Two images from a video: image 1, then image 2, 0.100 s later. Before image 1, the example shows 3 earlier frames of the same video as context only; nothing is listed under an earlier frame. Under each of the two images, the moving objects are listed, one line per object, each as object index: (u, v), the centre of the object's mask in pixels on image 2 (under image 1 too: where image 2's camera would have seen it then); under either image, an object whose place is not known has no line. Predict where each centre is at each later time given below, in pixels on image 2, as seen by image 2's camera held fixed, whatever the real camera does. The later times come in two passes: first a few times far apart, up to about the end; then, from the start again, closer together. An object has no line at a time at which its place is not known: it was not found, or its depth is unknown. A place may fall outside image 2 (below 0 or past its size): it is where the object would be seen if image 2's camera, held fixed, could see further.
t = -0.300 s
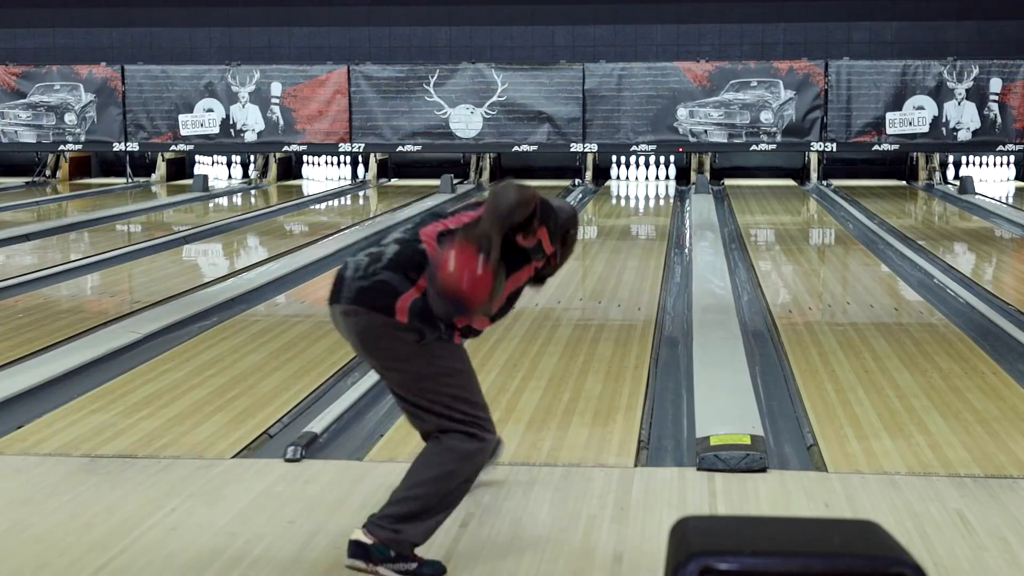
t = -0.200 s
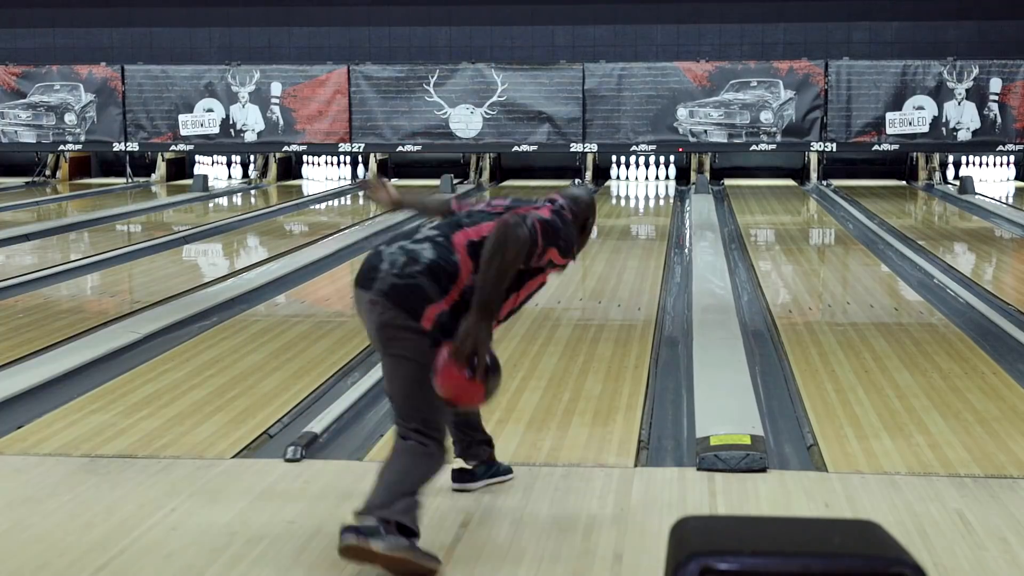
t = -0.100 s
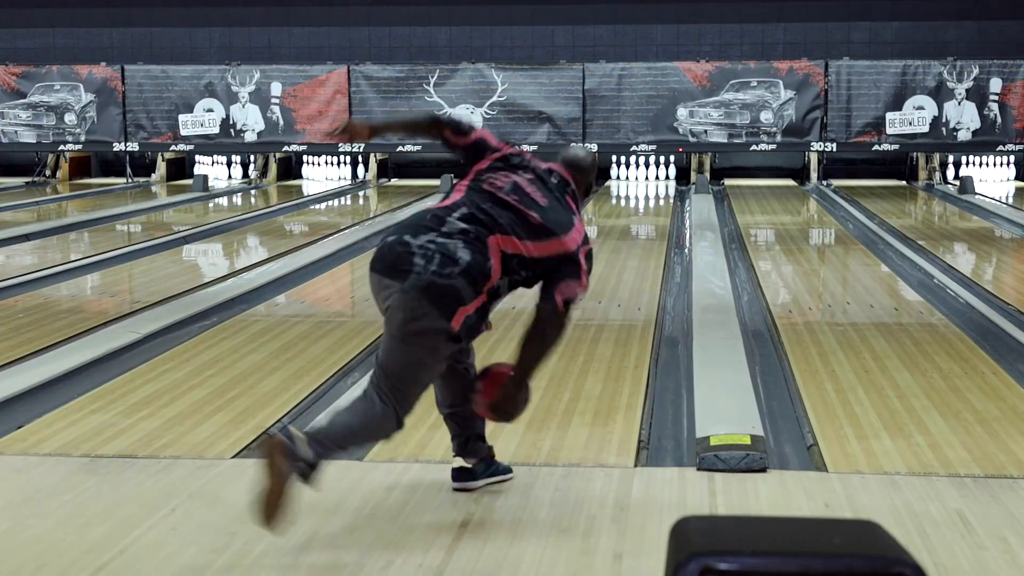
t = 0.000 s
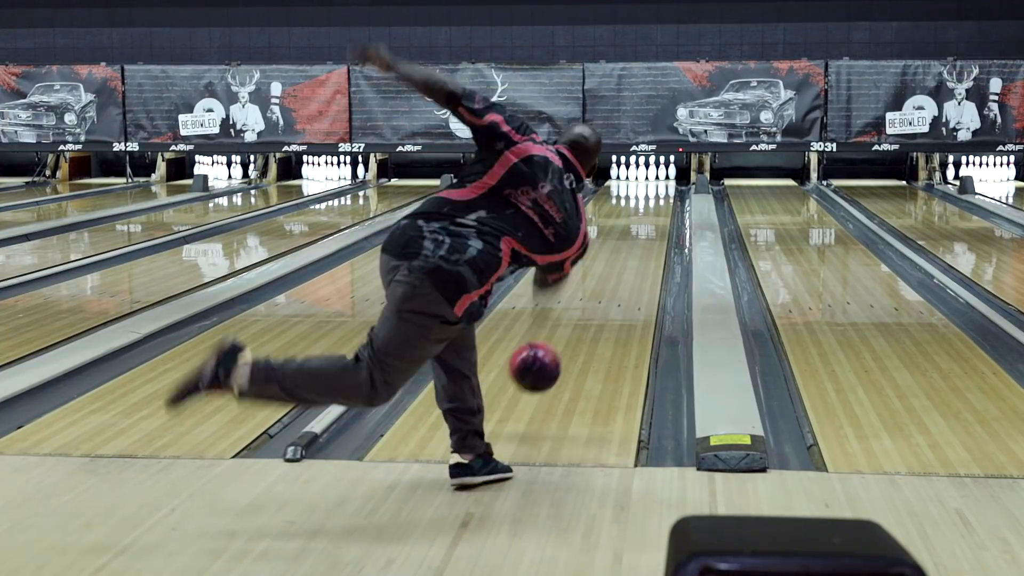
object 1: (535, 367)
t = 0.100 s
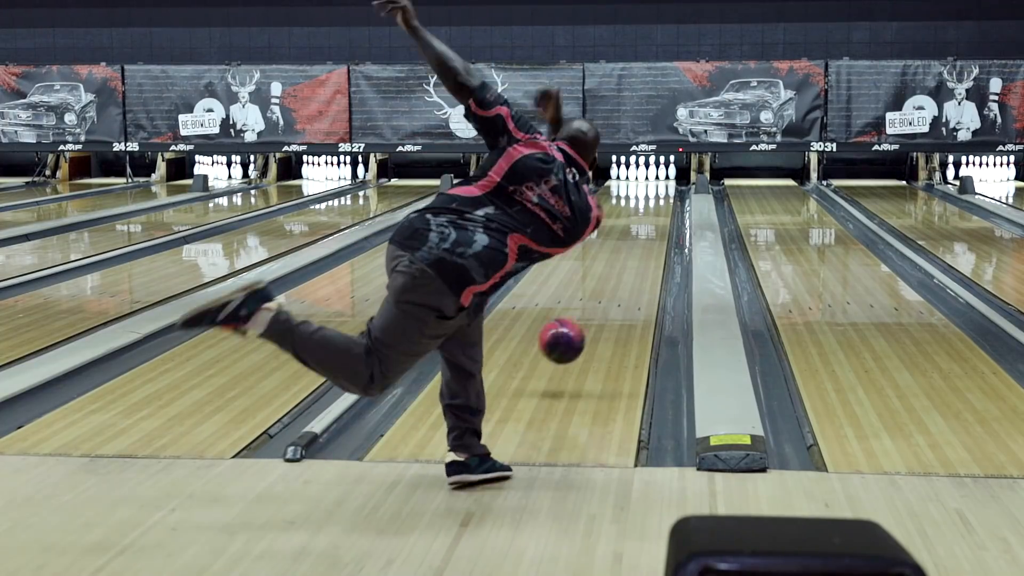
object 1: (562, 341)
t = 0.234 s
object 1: (589, 337)
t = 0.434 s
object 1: (618, 296)
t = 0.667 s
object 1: (641, 263)
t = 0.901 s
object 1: (654, 239)
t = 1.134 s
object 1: (661, 222)
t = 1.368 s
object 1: (664, 207)
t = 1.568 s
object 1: (664, 197)
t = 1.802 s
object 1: (659, 188)
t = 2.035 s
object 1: (648, 180)
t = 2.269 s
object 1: (636, 174)
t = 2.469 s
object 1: (634, 172)
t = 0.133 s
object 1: (569, 338)
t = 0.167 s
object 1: (576, 337)
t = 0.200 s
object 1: (583, 339)
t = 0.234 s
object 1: (589, 337)
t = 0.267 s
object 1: (595, 327)
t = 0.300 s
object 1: (600, 320)
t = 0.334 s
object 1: (605, 314)
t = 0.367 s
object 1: (610, 308)
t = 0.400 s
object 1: (614, 302)
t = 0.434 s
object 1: (618, 296)
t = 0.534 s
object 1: (630, 281)
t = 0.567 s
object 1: (632, 276)
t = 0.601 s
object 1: (635, 272)
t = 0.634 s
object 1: (638, 268)
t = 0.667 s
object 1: (641, 263)
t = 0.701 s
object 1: (643, 260)
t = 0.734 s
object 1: (645, 256)
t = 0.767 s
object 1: (647, 252)
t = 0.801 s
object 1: (649, 249)
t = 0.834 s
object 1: (651, 245)
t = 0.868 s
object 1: (652, 242)
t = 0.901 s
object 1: (654, 239)
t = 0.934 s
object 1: (655, 236)
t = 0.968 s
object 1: (656, 234)
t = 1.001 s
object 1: (658, 231)
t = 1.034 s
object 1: (659, 228)
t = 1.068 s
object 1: (660, 226)
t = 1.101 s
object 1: (661, 224)
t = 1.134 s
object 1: (661, 222)
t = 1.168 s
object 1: (662, 219)
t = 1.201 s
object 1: (662, 217)
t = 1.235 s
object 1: (663, 215)
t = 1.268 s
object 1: (663, 213)
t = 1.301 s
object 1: (664, 211)
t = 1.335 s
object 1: (664, 209)
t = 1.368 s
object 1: (664, 207)
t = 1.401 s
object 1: (664, 205)
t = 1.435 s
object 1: (665, 204)
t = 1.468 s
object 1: (664, 202)
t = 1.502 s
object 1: (665, 200)
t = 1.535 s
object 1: (664, 199)
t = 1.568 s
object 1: (664, 197)
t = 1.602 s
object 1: (663, 196)
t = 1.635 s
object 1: (663, 195)
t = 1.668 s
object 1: (662, 193)
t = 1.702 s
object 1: (661, 191)
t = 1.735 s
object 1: (660, 191)
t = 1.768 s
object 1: (660, 189)
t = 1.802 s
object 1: (659, 188)
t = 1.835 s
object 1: (657, 187)
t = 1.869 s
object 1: (656, 186)
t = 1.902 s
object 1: (654, 185)
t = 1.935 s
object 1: (653, 184)
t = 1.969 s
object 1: (652, 183)
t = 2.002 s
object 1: (650, 182)
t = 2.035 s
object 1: (648, 180)
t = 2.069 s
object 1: (646, 179)
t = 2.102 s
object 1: (644, 178)
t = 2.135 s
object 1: (643, 178)
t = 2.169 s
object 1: (641, 176)
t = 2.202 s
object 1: (639, 176)
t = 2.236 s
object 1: (636, 175)
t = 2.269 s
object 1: (636, 174)
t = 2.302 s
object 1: (635, 174)
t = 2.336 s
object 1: (635, 174)
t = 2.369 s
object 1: (634, 173)
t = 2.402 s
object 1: (635, 172)
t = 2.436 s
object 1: (634, 173)
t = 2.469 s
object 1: (634, 172)
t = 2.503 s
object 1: (634, 172)
